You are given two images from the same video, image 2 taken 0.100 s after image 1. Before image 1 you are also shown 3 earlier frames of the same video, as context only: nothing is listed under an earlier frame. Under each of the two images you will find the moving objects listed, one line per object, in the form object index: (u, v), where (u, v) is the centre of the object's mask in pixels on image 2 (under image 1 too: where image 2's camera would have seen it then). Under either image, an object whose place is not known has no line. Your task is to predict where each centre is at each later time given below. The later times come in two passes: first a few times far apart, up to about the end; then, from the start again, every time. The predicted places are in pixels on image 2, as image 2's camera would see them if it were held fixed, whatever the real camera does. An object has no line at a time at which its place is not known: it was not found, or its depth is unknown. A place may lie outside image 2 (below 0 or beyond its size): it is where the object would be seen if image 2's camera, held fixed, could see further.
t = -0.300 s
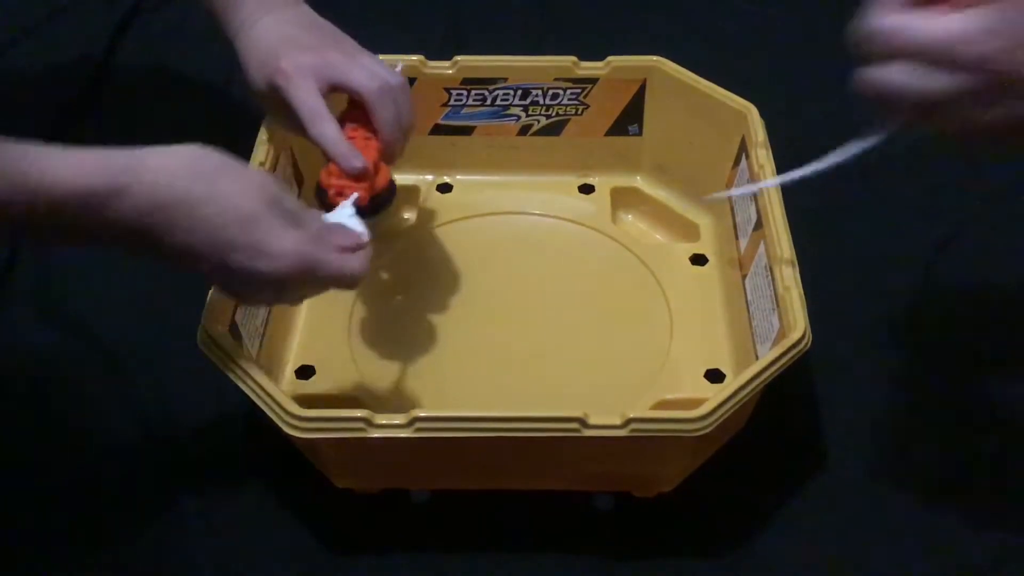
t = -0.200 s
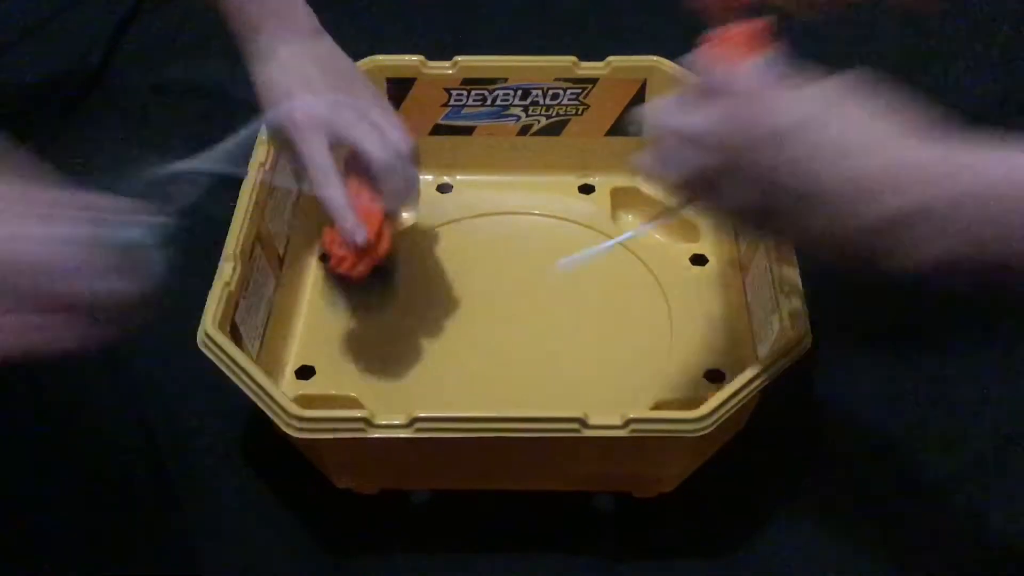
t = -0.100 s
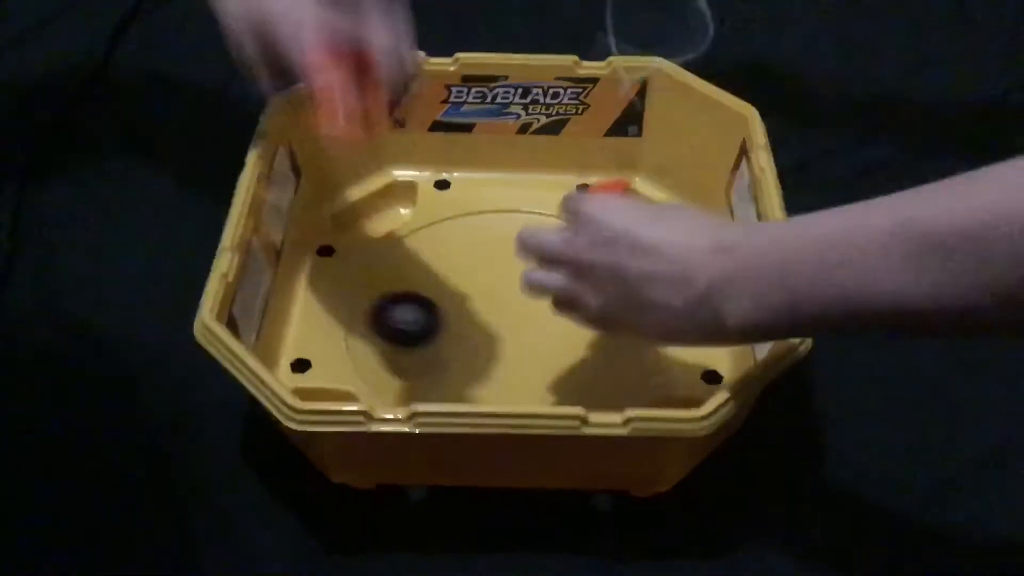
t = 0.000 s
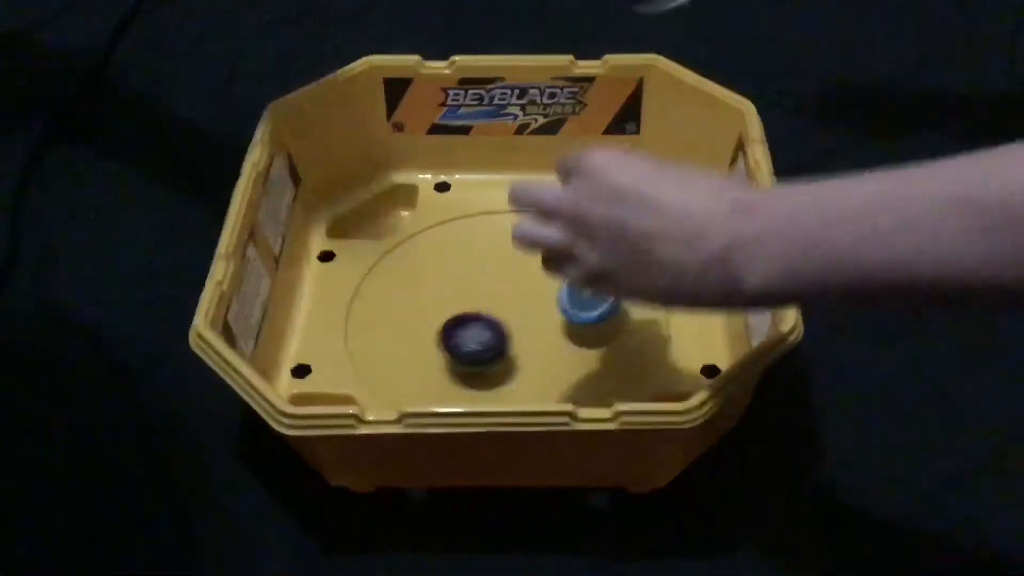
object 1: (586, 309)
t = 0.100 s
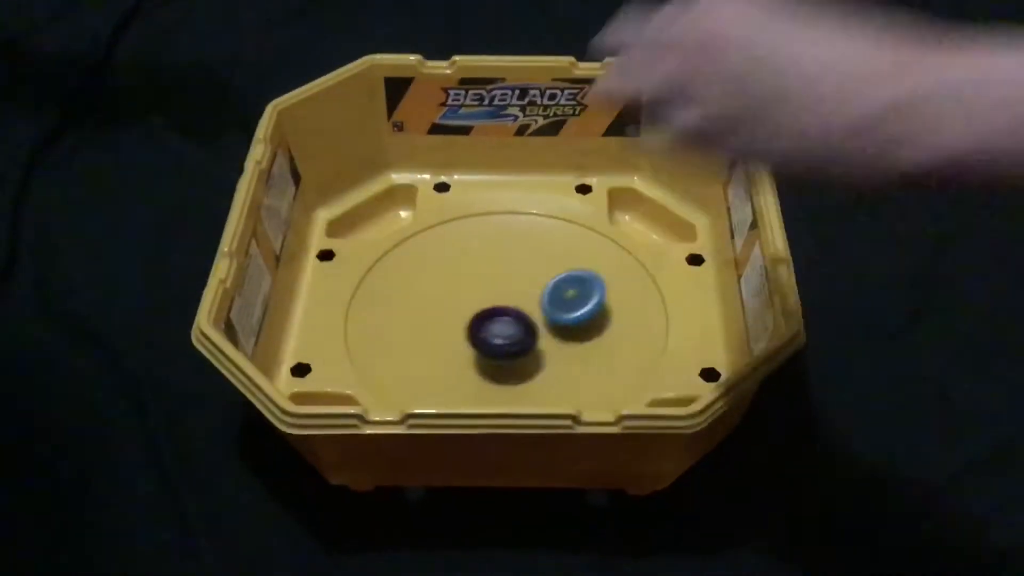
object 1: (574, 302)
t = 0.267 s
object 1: (601, 307)
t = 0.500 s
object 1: (643, 343)
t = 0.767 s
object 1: (602, 348)
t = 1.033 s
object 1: (591, 374)
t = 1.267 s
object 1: (577, 376)
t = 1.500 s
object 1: (522, 380)
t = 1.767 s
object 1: (464, 392)
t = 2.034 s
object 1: (466, 391)
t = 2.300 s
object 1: (443, 358)
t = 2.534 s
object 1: (383, 320)
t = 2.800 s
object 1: (366, 327)
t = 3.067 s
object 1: (413, 301)
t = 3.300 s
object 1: (423, 248)
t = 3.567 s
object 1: (409, 236)
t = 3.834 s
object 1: (457, 248)
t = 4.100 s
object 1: (530, 222)
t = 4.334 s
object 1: (532, 207)
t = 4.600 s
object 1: (539, 237)
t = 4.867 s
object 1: (590, 279)
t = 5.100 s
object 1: (624, 291)
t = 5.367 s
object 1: (623, 299)
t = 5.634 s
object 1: (585, 326)
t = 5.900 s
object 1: (540, 363)
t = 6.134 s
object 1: (517, 380)
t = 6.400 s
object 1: (500, 380)
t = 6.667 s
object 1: (467, 356)
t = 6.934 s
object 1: (421, 323)
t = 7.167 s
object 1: (403, 306)
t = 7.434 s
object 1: (411, 295)
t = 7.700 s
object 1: (447, 273)
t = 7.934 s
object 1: (485, 246)
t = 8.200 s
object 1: (507, 234)
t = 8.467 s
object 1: (523, 241)
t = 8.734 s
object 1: (554, 270)
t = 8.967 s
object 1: (585, 297)
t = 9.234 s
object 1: (592, 311)
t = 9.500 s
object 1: (572, 325)
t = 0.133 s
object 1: (585, 296)
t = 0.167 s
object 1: (592, 292)
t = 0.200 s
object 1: (598, 295)
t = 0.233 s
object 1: (599, 300)
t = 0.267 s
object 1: (601, 307)
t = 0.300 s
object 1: (605, 316)
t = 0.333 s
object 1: (610, 327)
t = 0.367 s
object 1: (617, 335)
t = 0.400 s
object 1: (625, 339)
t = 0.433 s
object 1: (634, 343)
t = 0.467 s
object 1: (645, 346)
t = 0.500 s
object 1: (643, 343)
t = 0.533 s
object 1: (637, 340)
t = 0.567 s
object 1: (631, 335)
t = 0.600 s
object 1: (625, 333)
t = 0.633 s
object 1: (619, 333)
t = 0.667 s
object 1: (614, 334)
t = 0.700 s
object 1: (609, 338)
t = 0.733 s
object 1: (606, 342)
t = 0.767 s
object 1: (602, 348)
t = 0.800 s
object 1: (600, 353)
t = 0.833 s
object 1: (597, 357)
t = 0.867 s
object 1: (595, 362)
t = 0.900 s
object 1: (594, 365)
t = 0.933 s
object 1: (593, 366)
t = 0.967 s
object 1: (592, 371)
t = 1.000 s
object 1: (591, 373)
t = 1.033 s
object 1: (591, 374)
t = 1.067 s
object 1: (590, 375)
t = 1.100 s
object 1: (589, 376)
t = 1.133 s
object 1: (588, 376)
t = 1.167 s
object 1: (586, 377)
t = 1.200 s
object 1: (584, 377)
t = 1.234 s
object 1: (581, 377)
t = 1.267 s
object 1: (577, 376)
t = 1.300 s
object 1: (572, 376)
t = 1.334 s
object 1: (566, 376)
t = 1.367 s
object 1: (558, 376)
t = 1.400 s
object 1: (550, 377)
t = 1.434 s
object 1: (541, 377)
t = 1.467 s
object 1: (532, 378)
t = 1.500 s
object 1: (522, 380)
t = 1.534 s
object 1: (512, 381)
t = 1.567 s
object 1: (502, 382)
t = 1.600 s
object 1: (493, 384)
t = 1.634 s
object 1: (485, 386)
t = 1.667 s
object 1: (477, 388)
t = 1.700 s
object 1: (471, 389)
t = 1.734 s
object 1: (467, 391)
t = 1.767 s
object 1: (464, 392)
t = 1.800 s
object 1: (463, 393)
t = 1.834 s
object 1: (463, 393)
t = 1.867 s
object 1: (463, 393)
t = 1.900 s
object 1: (464, 393)
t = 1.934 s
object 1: (465, 393)
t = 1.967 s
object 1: (465, 393)
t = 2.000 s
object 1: (466, 392)
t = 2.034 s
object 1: (466, 391)
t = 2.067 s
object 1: (465, 389)
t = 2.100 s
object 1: (465, 387)
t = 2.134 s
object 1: (463, 385)
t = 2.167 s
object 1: (462, 382)
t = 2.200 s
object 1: (459, 379)
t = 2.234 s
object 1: (454, 371)
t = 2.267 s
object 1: (449, 365)
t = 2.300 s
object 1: (443, 358)
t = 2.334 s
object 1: (436, 352)
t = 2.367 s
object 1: (428, 344)
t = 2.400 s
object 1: (420, 338)
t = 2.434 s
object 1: (410, 332)
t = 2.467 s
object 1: (401, 325)
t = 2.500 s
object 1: (392, 324)
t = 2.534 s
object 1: (383, 320)
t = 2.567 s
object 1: (375, 318)
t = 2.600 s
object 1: (368, 315)
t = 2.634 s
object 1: (364, 317)
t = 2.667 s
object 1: (360, 316)
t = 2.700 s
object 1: (359, 319)
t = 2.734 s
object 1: (360, 321)
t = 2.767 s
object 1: (362, 323)
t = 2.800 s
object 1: (366, 327)
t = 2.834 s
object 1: (371, 326)
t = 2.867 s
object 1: (376, 326)
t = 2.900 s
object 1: (383, 324)
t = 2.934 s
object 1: (389, 322)
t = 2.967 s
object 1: (395, 318)
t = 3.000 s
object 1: (401, 313)
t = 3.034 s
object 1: (408, 307)
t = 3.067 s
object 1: (413, 301)
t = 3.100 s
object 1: (418, 293)
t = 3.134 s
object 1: (421, 285)
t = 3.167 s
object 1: (423, 277)
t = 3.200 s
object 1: (425, 270)
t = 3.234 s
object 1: (425, 260)
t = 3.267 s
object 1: (424, 253)
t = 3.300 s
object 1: (423, 248)
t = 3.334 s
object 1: (420, 241)
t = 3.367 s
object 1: (418, 237)
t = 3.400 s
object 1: (416, 236)
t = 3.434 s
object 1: (413, 233)
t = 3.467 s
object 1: (412, 232)
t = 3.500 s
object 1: (411, 234)
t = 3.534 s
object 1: (410, 235)
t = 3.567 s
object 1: (409, 236)
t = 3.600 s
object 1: (411, 239)
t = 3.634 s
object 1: (414, 240)
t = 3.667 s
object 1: (419, 242)
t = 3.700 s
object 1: (424, 244)
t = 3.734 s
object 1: (431, 246)
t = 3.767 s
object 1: (438, 247)
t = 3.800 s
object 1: (447, 248)
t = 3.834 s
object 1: (457, 248)
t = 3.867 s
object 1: (467, 247)
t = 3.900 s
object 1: (479, 247)
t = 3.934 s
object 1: (489, 243)
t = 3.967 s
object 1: (499, 241)
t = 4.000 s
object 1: (508, 237)
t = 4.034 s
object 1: (517, 232)
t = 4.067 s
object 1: (525, 227)
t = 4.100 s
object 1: (530, 222)
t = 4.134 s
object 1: (535, 217)
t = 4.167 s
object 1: (537, 213)
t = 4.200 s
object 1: (538, 209)
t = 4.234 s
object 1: (538, 207)
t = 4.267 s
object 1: (536, 207)
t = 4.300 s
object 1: (534, 207)
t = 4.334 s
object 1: (532, 207)
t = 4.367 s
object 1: (531, 207)
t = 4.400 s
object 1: (529, 209)
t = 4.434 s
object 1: (529, 213)
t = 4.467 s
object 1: (529, 216)
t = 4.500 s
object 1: (530, 221)
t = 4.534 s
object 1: (532, 226)
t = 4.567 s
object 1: (535, 233)
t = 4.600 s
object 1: (539, 237)
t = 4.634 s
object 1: (543, 245)
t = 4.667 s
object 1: (548, 248)
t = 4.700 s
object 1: (554, 256)
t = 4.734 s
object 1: (561, 262)
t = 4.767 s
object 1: (568, 268)
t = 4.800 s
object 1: (576, 272)
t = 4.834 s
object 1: (583, 276)
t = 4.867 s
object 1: (590, 279)
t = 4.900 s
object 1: (597, 282)
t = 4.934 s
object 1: (603, 284)
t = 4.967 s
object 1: (609, 286)
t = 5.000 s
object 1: (614, 287)
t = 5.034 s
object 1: (618, 289)
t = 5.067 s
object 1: (621, 290)
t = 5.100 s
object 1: (624, 291)
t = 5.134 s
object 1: (626, 292)
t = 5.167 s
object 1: (627, 292)
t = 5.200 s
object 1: (628, 296)
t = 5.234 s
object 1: (628, 296)
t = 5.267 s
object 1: (627, 295)
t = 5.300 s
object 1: (626, 296)
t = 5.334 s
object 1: (625, 297)
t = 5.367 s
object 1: (623, 299)
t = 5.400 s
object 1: (620, 301)
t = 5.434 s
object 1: (616, 303)
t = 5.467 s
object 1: (612, 306)
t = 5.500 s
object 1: (608, 310)
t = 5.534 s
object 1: (603, 313)
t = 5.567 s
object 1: (597, 317)
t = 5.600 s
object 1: (592, 321)
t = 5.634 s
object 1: (585, 326)
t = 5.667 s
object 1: (579, 330)
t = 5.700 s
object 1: (572, 335)
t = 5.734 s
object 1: (567, 340)
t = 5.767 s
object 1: (560, 344)
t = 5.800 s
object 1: (555, 349)
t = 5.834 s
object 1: (549, 354)
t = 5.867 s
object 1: (544, 359)
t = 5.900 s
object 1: (540, 363)
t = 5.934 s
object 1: (535, 367)
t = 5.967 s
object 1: (531, 370)
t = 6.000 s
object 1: (528, 372)
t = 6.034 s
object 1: (525, 375)
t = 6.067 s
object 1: (522, 377)
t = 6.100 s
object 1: (519, 379)
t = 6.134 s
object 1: (517, 380)
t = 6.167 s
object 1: (514, 380)
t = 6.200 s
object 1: (512, 381)
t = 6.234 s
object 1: (511, 382)
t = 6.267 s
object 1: (509, 382)
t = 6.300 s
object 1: (507, 382)
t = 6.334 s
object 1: (505, 381)
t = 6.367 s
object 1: (503, 381)
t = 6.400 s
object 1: (500, 380)
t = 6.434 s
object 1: (497, 379)
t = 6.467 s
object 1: (494, 378)
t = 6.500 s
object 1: (491, 376)
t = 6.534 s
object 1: (488, 375)
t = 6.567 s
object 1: (483, 372)
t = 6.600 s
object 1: (478, 365)
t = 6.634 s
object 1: (473, 360)
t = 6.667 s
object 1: (467, 356)
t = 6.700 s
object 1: (462, 352)
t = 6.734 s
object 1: (456, 348)
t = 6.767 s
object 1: (450, 343)
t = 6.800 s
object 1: (444, 339)
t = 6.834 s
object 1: (439, 335)
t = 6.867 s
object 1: (433, 330)
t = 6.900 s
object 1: (427, 327)
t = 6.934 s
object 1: (421, 323)
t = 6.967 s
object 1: (417, 320)
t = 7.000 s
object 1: (413, 317)
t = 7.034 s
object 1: (409, 314)
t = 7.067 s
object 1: (407, 312)
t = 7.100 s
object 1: (406, 310)
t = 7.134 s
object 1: (404, 308)
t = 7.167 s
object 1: (403, 306)
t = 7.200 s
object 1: (403, 305)
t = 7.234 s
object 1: (403, 304)
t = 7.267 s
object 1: (403, 302)
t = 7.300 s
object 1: (404, 301)
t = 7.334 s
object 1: (405, 300)
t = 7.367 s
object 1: (407, 299)
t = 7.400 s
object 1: (408, 297)
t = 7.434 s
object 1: (411, 295)
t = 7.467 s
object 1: (414, 293)
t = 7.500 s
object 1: (417, 289)
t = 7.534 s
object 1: (422, 289)
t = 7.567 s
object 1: (426, 286)
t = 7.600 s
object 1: (431, 281)
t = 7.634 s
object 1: (437, 280)
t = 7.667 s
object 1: (442, 277)
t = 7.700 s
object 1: (447, 273)
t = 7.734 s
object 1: (453, 269)
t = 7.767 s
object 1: (459, 265)
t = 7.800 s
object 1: (465, 261)
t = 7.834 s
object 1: (470, 257)
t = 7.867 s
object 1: (475, 253)
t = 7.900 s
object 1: (480, 248)
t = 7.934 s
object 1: (485, 246)
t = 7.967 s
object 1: (489, 243)
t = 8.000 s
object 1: (492, 240)
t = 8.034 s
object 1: (495, 239)
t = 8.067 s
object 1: (498, 235)
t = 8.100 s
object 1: (501, 235)
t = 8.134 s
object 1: (503, 235)
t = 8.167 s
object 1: (505, 234)
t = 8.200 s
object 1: (507, 234)
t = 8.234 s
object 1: (509, 234)
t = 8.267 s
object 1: (511, 234)
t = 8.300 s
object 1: (513, 235)
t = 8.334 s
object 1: (515, 235)
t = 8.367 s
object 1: (517, 237)
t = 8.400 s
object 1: (519, 236)
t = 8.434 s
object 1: (521, 239)
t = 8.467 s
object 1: (523, 241)
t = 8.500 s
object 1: (526, 244)
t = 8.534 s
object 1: (529, 247)
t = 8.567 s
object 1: (532, 248)
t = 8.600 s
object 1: (536, 252)
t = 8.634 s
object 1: (541, 258)
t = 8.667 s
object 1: (545, 262)
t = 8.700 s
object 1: (549, 266)
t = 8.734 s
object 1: (554, 270)
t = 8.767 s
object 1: (559, 274)
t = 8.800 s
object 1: (564, 279)
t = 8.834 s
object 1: (569, 283)
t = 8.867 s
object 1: (573, 287)
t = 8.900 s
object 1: (578, 290)
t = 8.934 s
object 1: (582, 293)
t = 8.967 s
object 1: (585, 297)
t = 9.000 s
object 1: (588, 299)
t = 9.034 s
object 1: (590, 302)
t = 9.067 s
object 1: (591, 304)
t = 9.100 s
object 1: (592, 306)
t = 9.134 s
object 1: (593, 307)
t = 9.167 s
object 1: (593, 308)
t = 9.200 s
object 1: (592, 310)
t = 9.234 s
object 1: (592, 311)
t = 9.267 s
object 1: (592, 315)
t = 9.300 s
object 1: (590, 313)
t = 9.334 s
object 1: (589, 315)
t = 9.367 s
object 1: (587, 316)
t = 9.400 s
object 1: (584, 318)
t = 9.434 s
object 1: (581, 320)
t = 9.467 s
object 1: (577, 323)
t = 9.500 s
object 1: (572, 325)
